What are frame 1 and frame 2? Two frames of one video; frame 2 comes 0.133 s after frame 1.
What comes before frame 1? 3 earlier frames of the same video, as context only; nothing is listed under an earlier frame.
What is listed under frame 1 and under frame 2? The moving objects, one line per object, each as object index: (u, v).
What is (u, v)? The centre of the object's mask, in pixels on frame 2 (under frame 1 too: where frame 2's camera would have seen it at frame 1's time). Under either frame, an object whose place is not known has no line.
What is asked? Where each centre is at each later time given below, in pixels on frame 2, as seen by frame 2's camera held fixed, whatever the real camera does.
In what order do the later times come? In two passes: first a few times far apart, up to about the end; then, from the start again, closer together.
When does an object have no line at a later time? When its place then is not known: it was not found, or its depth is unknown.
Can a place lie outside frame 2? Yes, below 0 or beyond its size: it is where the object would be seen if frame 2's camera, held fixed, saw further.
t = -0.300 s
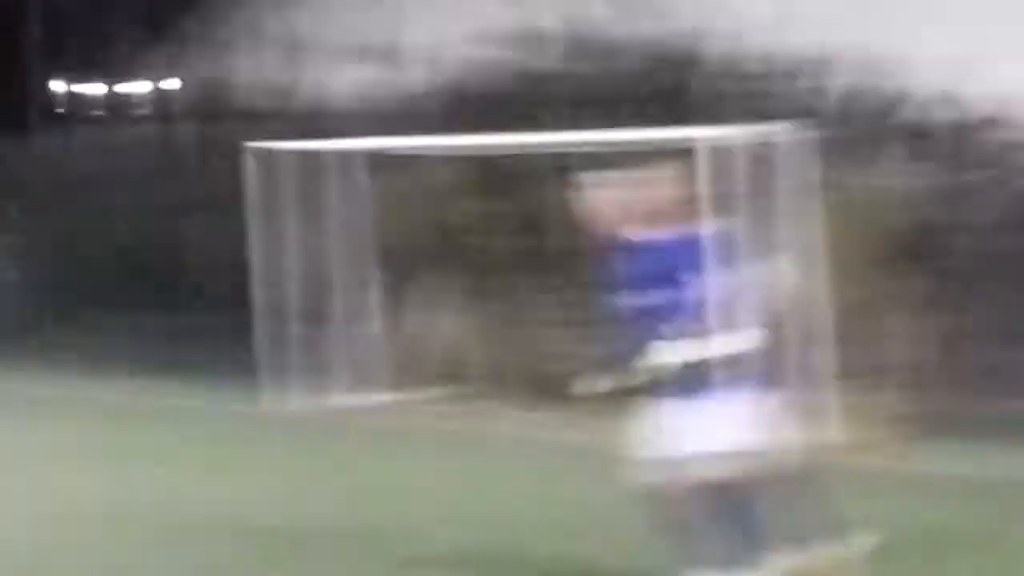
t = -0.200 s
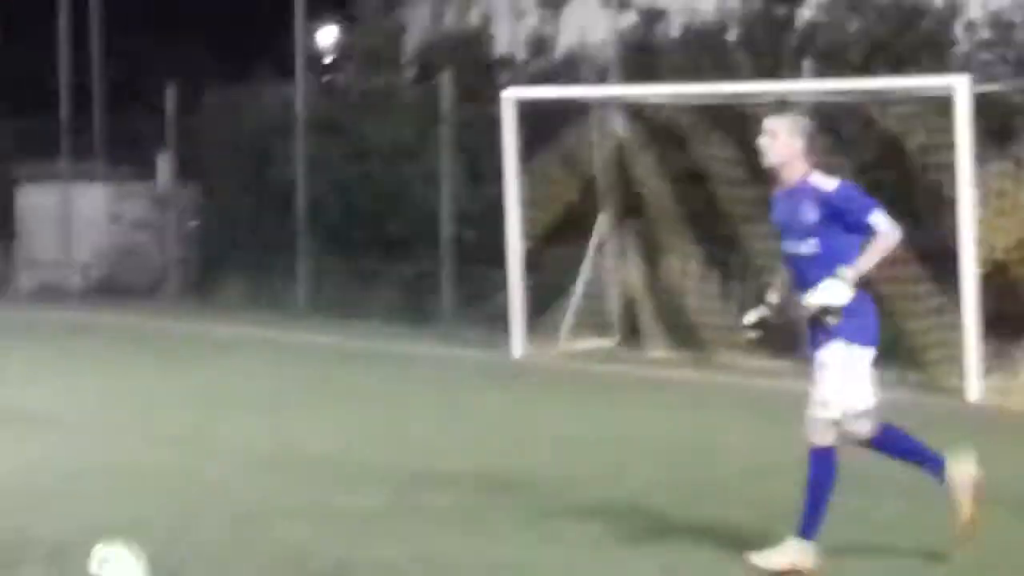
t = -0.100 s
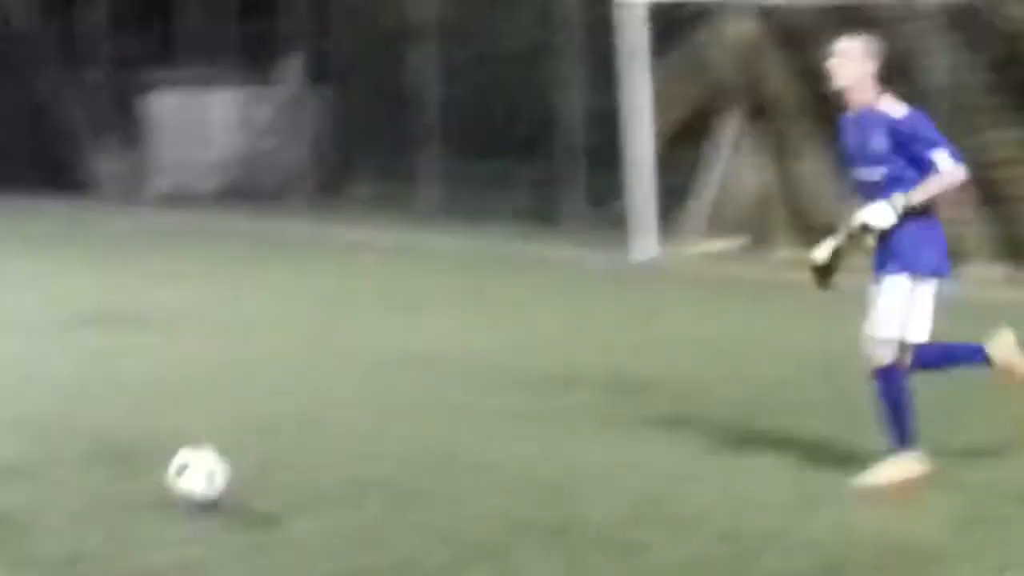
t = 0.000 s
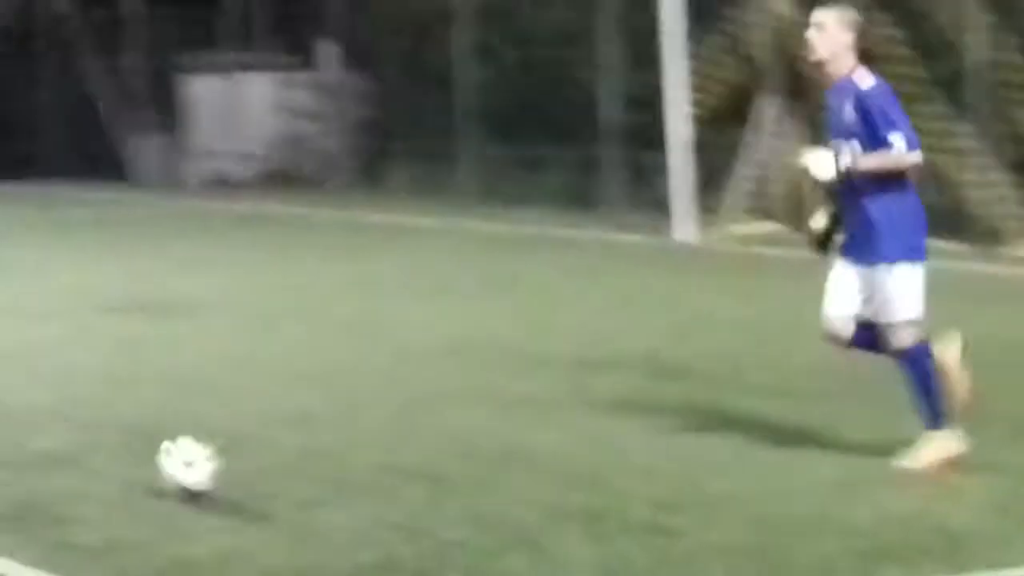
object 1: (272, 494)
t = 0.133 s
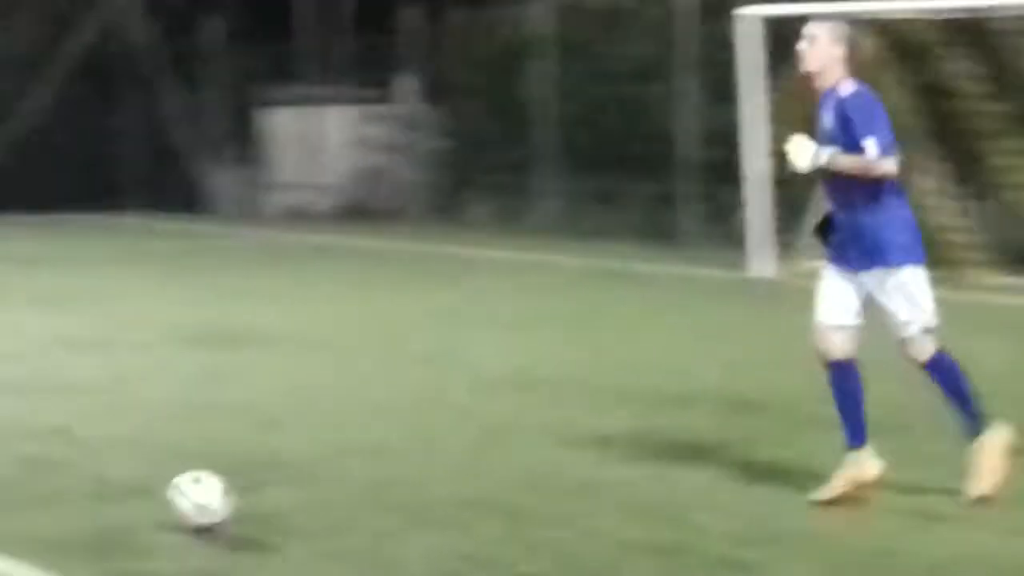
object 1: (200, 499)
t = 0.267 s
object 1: (132, 502)
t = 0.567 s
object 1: (9, 515)
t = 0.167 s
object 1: (182, 501)
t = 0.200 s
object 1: (164, 502)
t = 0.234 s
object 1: (147, 502)
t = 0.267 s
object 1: (132, 502)
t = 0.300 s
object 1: (118, 504)
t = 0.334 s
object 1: (105, 506)
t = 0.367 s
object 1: (92, 506)
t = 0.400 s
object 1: (80, 508)
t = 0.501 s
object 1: (33, 512)
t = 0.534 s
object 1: (24, 513)
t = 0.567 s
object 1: (9, 515)
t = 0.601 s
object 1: (-6, 515)
